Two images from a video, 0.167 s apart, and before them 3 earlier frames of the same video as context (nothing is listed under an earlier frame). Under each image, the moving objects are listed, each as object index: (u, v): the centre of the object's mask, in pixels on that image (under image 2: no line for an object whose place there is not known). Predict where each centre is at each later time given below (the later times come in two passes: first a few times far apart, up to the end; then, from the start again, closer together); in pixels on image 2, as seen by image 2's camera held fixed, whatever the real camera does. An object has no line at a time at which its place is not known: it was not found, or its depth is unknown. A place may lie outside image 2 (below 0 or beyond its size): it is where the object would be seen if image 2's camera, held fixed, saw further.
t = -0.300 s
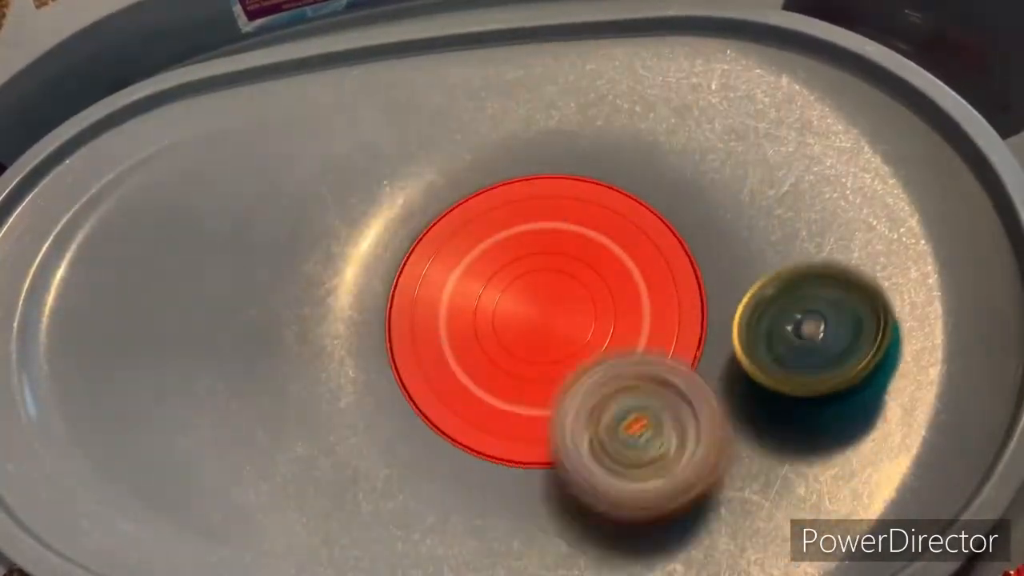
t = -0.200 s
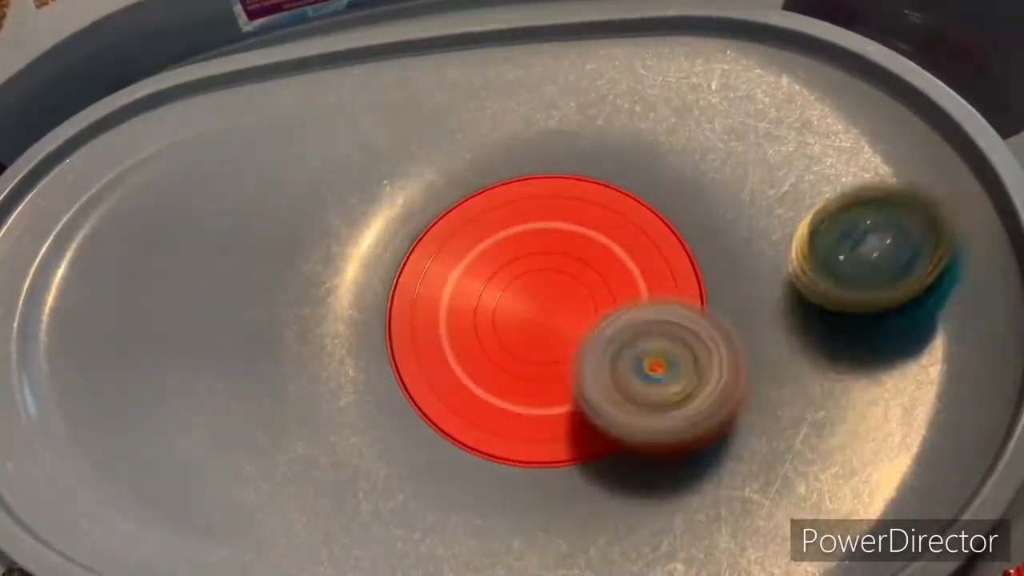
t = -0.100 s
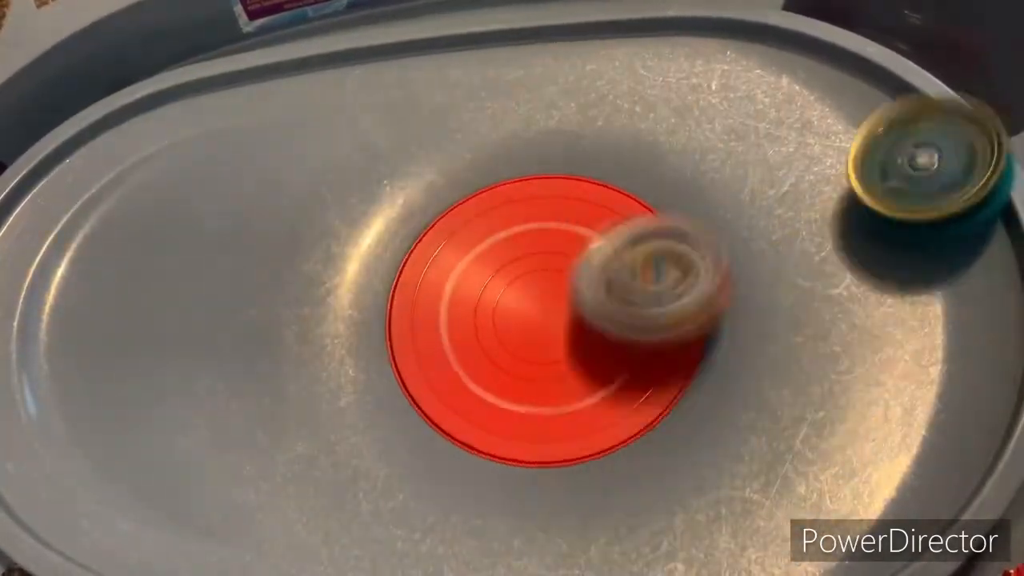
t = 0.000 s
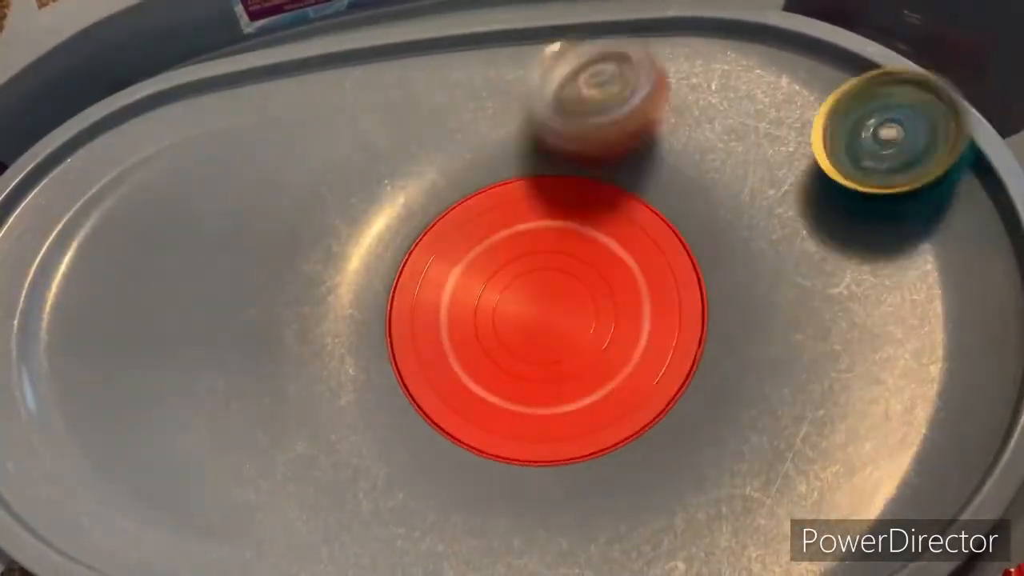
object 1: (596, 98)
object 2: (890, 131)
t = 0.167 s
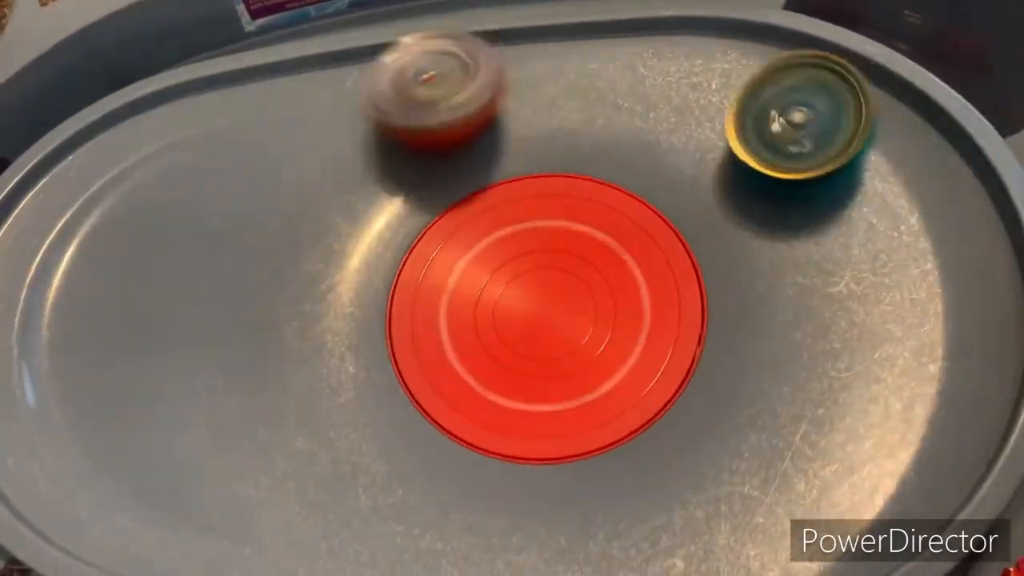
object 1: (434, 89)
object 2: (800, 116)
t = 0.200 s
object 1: (402, 106)
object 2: (784, 113)
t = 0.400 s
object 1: (197, 207)
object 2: (685, 112)
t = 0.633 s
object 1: (34, 299)
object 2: (570, 179)
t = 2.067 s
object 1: (259, 87)
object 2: (181, 481)
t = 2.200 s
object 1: (321, 88)
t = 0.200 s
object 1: (402, 106)
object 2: (784, 113)
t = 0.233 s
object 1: (370, 123)
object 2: (768, 111)
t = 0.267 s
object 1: (331, 142)
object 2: (752, 111)
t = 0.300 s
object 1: (297, 156)
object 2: (735, 111)
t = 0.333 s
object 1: (265, 172)
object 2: (718, 111)
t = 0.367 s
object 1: (230, 189)
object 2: (701, 111)
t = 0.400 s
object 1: (197, 207)
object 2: (685, 112)
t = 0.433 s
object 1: (168, 224)
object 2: (667, 115)
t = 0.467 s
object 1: (138, 242)
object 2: (651, 119)
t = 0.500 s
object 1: (105, 258)
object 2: (633, 126)
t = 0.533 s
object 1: (73, 272)
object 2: (617, 136)
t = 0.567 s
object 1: (55, 278)
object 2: (602, 150)
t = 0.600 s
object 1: (40, 283)
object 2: (589, 165)
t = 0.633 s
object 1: (34, 299)
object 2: (570, 179)
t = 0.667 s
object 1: (39, 326)
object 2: (546, 195)
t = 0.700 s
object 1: (49, 361)
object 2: (513, 214)
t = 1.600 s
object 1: (77, 190)
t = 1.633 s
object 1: (79, 192)
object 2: (89, 406)
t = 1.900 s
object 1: (179, 115)
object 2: (117, 428)
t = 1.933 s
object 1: (193, 108)
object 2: (130, 431)
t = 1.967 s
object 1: (210, 99)
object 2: (140, 442)
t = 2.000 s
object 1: (223, 96)
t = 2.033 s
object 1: (240, 92)
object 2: (165, 468)
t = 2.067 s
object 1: (259, 87)
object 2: (181, 481)
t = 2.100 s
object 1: (278, 83)
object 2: (198, 493)
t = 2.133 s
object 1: (294, 81)
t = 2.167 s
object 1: (308, 83)
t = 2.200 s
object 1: (321, 88)
